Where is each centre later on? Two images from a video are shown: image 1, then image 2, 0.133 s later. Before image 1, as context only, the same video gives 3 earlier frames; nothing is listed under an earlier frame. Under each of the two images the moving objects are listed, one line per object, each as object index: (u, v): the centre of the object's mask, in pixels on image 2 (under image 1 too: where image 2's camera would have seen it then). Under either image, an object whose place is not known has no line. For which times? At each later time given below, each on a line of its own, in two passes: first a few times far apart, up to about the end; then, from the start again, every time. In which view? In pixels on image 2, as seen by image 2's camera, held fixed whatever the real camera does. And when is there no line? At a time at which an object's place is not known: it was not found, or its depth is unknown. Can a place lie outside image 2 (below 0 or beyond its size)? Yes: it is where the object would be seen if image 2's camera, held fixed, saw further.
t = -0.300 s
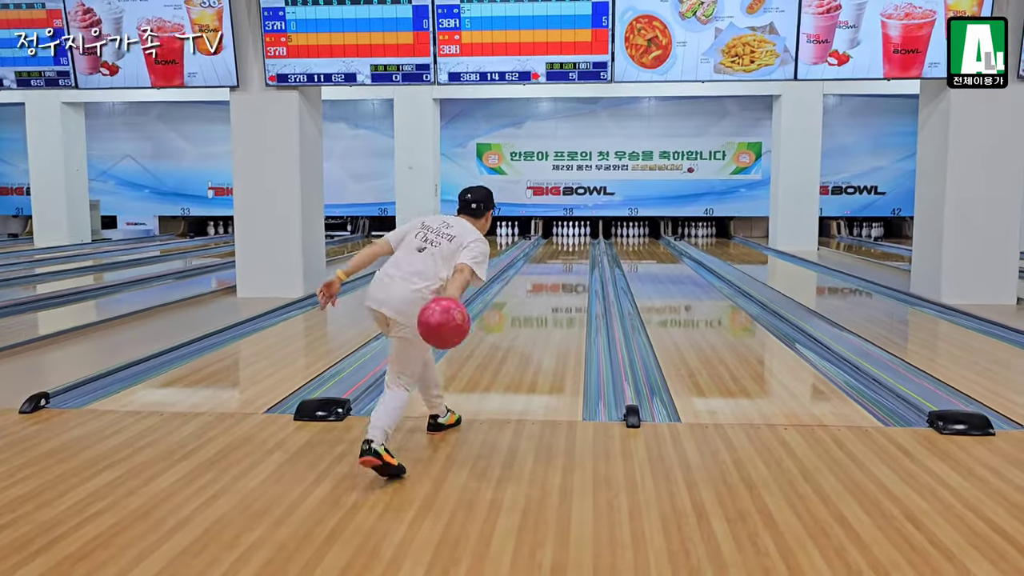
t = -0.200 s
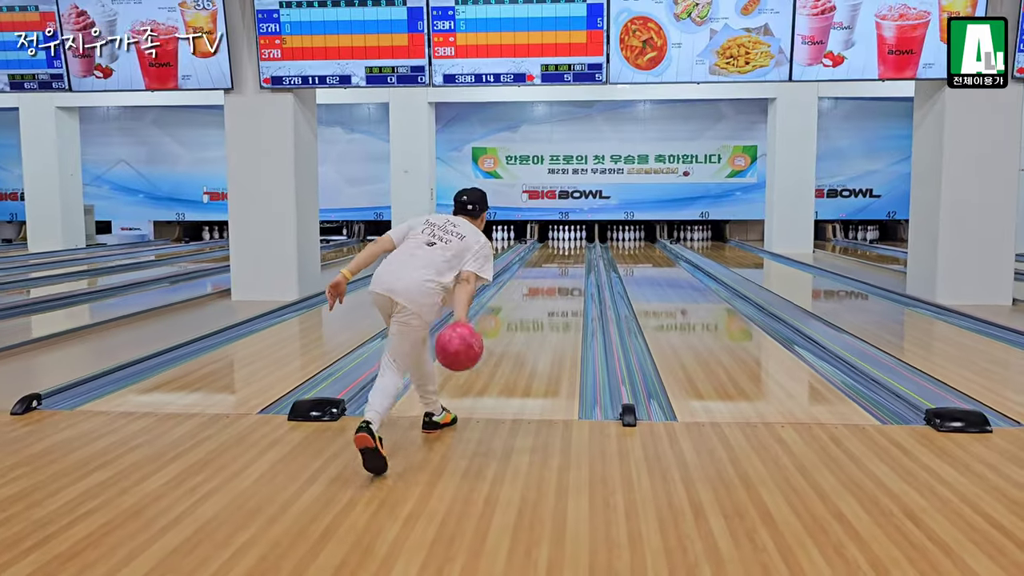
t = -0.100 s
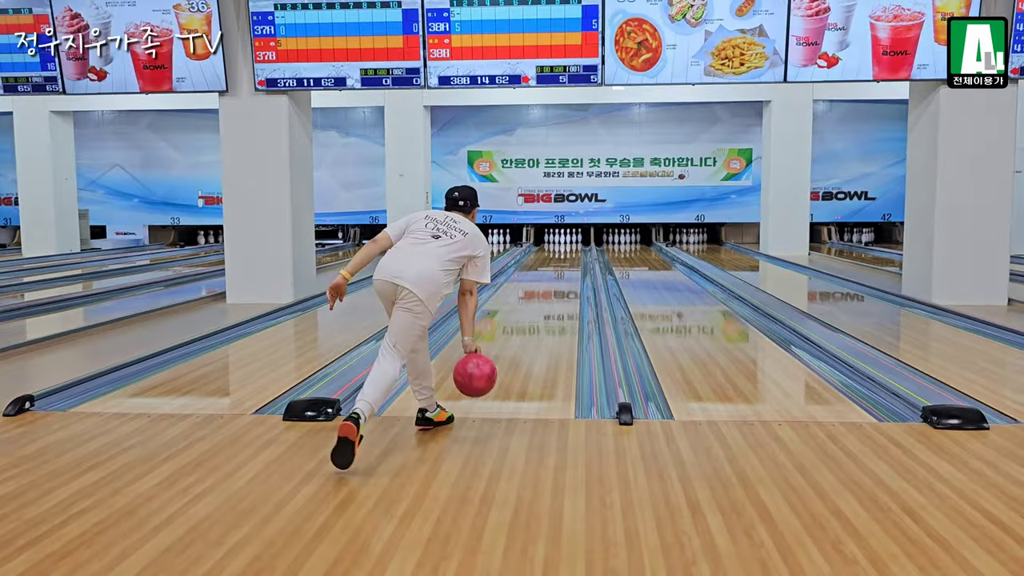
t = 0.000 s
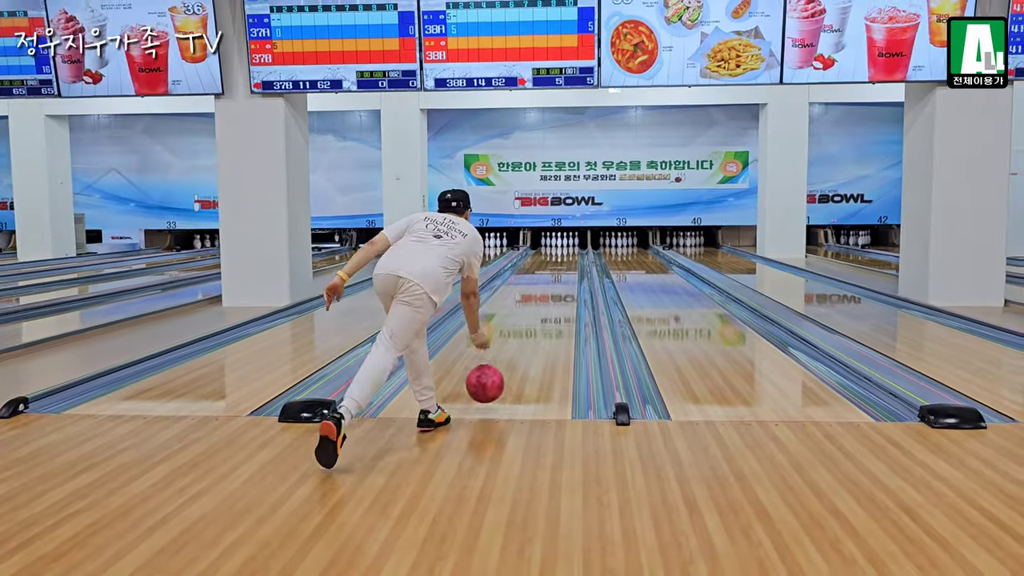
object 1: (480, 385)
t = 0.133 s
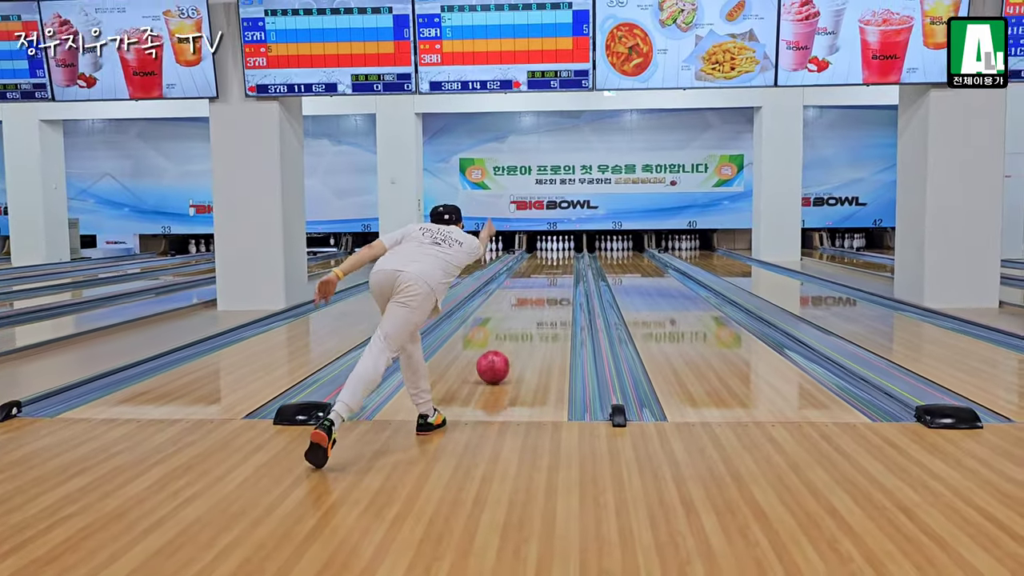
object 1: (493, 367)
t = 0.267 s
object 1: (501, 347)
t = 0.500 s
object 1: (512, 322)
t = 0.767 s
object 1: (521, 303)
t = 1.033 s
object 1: (526, 290)
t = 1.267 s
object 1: (530, 281)
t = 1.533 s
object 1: (534, 273)
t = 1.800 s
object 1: (536, 267)
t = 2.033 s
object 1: (538, 262)
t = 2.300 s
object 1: (539, 258)
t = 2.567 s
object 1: (541, 255)
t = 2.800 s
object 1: (541, 252)
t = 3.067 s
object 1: (542, 249)
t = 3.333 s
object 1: (542, 247)
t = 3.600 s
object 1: (539, 246)
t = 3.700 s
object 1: (539, 247)
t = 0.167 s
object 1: (495, 361)
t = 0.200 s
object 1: (497, 356)
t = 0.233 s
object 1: (499, 351)
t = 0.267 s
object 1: (501, 347)
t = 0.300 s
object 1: (503, 343)
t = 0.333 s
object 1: (505, 339)
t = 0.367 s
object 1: (507, 335)
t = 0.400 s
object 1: (508, 332)
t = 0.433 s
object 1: (510, 328)
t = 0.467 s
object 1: (511, 325)
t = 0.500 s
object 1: (512, 322)
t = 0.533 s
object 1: (514, 319)
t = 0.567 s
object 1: (515, 317)
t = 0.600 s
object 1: (516, 314)
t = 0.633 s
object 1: (517, 312)
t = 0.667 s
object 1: (518, 309)
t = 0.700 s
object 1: (519, 307)
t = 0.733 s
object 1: (520, 305)
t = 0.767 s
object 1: (521, 303)
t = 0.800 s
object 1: (522, 301)
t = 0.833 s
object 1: (522, 299)
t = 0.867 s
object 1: (523, 297)
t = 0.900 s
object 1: (524, 296)
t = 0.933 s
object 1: (525, 294)
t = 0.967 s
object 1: (525, 292)
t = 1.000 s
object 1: (526, 291)
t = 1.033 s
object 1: (526, 290)
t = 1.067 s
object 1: (527, 288)
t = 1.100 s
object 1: (528, 287)
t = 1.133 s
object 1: (528, 285)
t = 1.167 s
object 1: (529, 284)
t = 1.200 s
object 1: (529, 283)
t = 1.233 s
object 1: (530, 281)
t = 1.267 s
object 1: (530, 281)
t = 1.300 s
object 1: (531, 279)
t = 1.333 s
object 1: (531, 278)
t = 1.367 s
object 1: (532, 277)
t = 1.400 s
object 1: (532, 276)
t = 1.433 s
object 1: (532, 275)
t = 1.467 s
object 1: (533, 274)
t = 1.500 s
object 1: (533, 274)
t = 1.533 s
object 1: (534, 273)
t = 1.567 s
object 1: (534, 272)
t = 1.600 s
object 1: (534, 271)
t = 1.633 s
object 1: (535, 270)
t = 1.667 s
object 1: (535, 269)
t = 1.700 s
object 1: (536, 268)
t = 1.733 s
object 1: (536, 267)
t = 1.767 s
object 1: (536, 267)
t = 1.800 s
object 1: (536, 267)
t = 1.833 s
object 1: (536, 266)
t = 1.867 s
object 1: (536, 265)
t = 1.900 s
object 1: (537, 264)
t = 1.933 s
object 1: (537, 264)
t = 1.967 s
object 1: (538, 263)
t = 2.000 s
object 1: (538, 263)
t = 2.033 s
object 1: (538, 262)
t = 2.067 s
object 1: (538, 261)
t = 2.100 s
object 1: (539, 261)
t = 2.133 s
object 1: (539, 260)
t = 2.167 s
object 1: (539, 260)
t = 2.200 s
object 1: (539, 259)
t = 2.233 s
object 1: (539, 259)
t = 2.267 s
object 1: (539, 258)
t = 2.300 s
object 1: (539, 258)
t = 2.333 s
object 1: (540, 257)
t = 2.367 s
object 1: (540, 257)
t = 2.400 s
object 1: (540, 257)
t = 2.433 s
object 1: (540, 256)
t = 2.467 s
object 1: (541, 255)
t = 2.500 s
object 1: (541, 255)
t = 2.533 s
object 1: (541, 255)
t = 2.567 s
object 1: (541, 255)
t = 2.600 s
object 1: (541, 254)
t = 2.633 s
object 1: (541, 253)
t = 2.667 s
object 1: (541, 253)
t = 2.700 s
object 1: (541, 253)
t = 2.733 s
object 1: (541, 252)
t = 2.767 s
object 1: (541, 252)
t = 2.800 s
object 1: (541, 252)
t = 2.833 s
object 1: (541, 252)
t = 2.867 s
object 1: (541, 251)
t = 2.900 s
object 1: (542, 251)
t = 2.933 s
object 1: (542, 251)
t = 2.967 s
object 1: (542, 250)
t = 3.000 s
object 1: (542, 250)
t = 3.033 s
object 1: (542, 249)
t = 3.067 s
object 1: (542, 249)
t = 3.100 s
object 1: (542, 249)
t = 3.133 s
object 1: (542, 248)
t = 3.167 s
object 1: (542, 248)
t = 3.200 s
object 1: (542, 248)
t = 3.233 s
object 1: (542, 248)
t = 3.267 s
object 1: (542, 248)
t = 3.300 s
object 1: (542, 248)
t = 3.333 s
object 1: (542, 247)
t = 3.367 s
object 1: (542, 247)
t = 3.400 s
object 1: (542, 247)
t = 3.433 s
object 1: (541, 247)
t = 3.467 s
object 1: (542, 247)
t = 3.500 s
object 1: (540, 246)
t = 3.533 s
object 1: (541, 246)
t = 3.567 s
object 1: (540, 246)
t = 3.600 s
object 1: (539, 246)
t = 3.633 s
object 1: (539, 246)
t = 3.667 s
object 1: (540, 247)
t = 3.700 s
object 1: (539, 247)
